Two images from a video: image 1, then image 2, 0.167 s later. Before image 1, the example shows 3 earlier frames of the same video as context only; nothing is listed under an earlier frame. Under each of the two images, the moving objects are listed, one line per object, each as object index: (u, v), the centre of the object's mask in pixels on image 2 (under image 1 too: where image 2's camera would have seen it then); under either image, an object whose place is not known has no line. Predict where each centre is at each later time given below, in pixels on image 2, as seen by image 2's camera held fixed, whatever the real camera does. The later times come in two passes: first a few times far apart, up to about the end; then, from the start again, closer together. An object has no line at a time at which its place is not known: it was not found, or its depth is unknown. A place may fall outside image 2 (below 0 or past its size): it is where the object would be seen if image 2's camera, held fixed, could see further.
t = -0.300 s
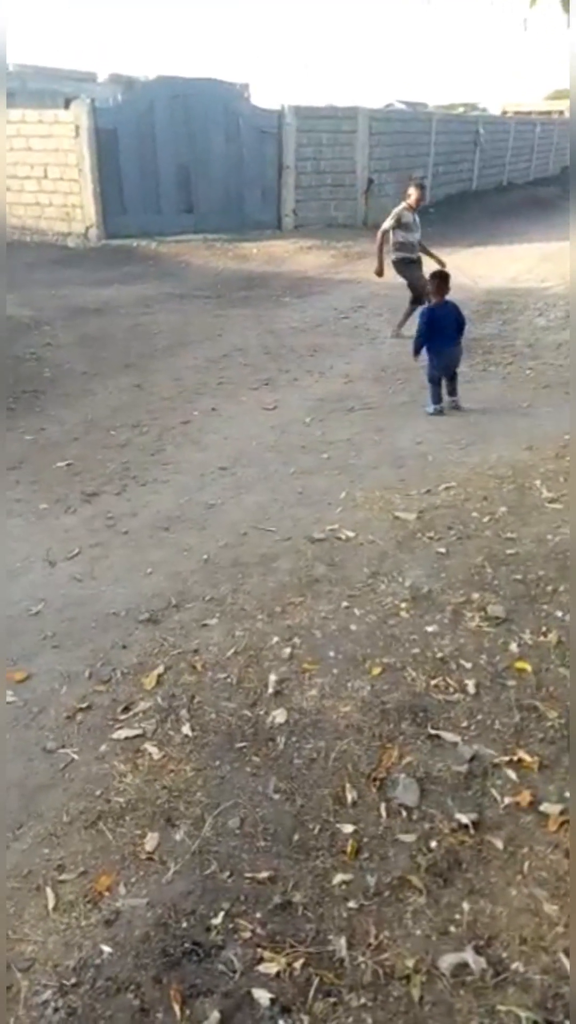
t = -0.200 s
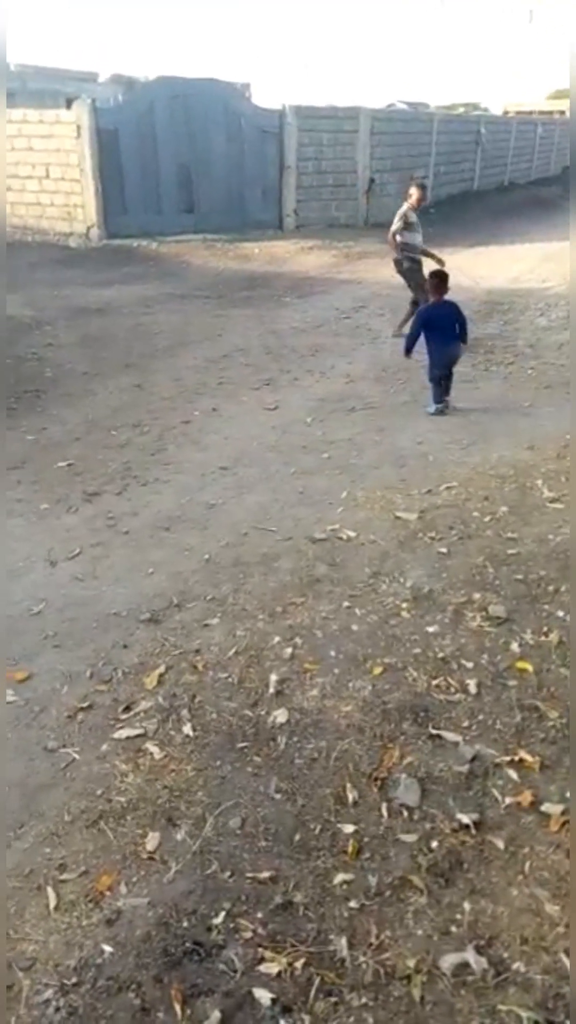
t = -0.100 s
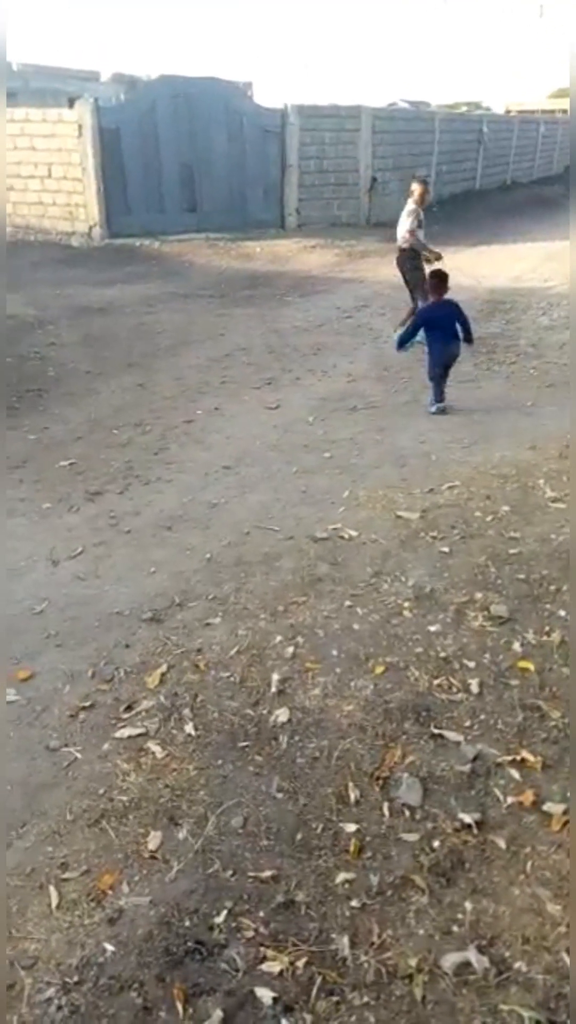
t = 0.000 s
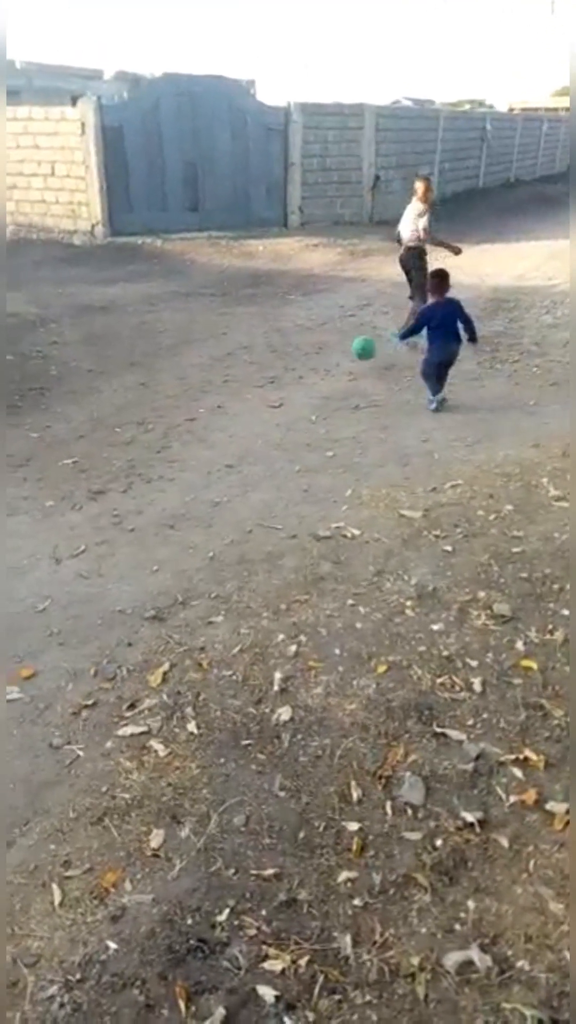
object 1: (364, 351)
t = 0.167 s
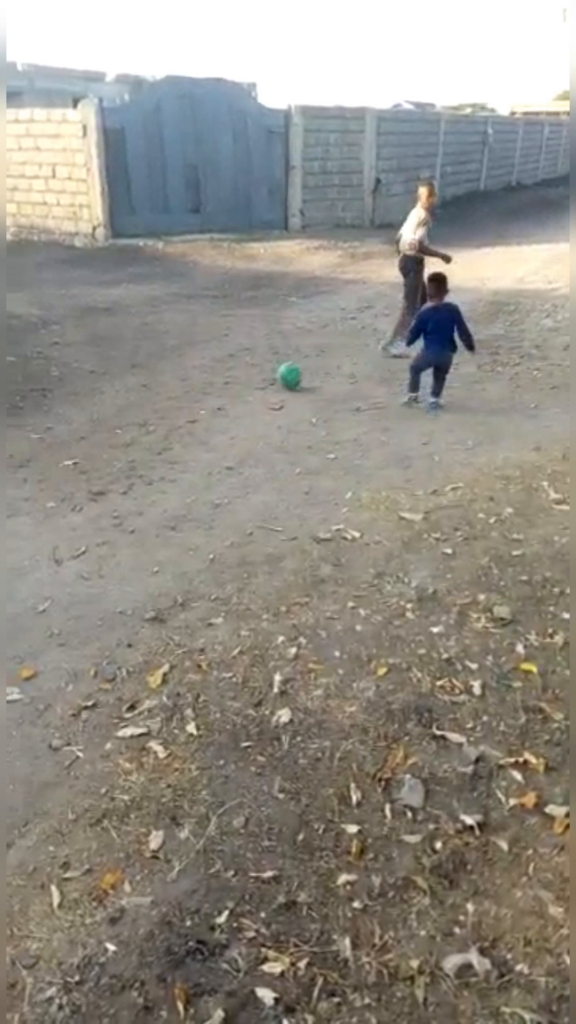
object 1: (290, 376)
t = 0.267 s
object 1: (251, 384)
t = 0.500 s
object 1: (152, 400)
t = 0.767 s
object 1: (34, 423)
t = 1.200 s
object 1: (-159, 451)
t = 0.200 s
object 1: (276, 377)
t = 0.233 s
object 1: (264, 380)
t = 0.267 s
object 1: (251, 384)
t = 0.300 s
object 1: (236, 386)
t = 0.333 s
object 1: (223, 388)
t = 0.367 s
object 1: (209, 390)
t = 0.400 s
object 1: (196, 393)
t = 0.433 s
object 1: (181, 395)
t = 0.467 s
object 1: (167, 397)
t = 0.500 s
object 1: (152, 400)
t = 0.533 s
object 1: (138, 402)
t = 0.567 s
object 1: (124, 405)
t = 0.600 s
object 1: (110, 408)
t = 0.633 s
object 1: (96, 412)
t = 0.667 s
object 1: (79, 415)
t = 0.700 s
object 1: (63, 417)
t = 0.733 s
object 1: (48, 420)
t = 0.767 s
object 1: (34, 423)
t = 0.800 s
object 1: (19, 424)
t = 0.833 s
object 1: (11, 427)
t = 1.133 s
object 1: (-123, 447)
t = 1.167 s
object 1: (-143, 449)
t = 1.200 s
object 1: (-159, 451)
